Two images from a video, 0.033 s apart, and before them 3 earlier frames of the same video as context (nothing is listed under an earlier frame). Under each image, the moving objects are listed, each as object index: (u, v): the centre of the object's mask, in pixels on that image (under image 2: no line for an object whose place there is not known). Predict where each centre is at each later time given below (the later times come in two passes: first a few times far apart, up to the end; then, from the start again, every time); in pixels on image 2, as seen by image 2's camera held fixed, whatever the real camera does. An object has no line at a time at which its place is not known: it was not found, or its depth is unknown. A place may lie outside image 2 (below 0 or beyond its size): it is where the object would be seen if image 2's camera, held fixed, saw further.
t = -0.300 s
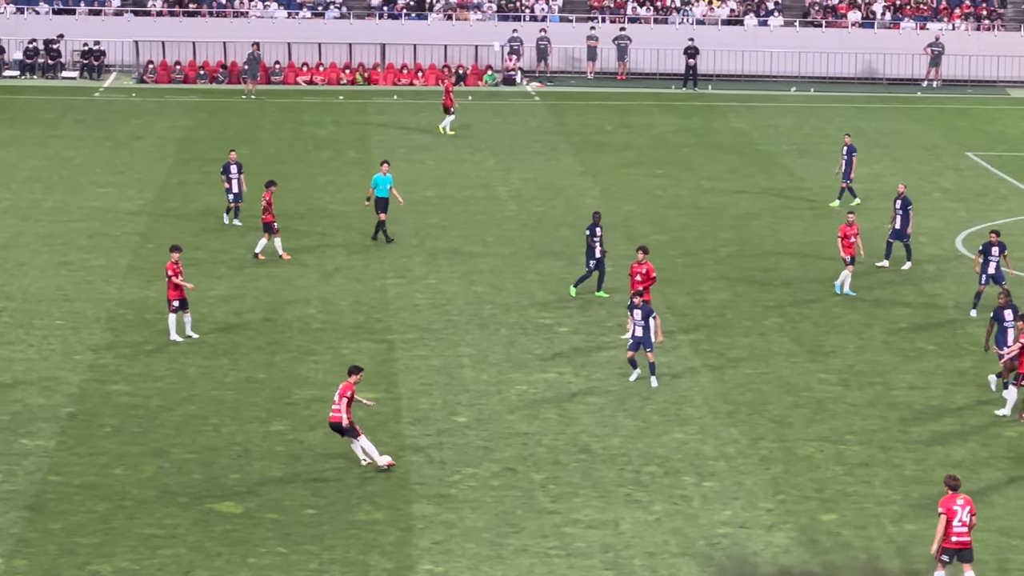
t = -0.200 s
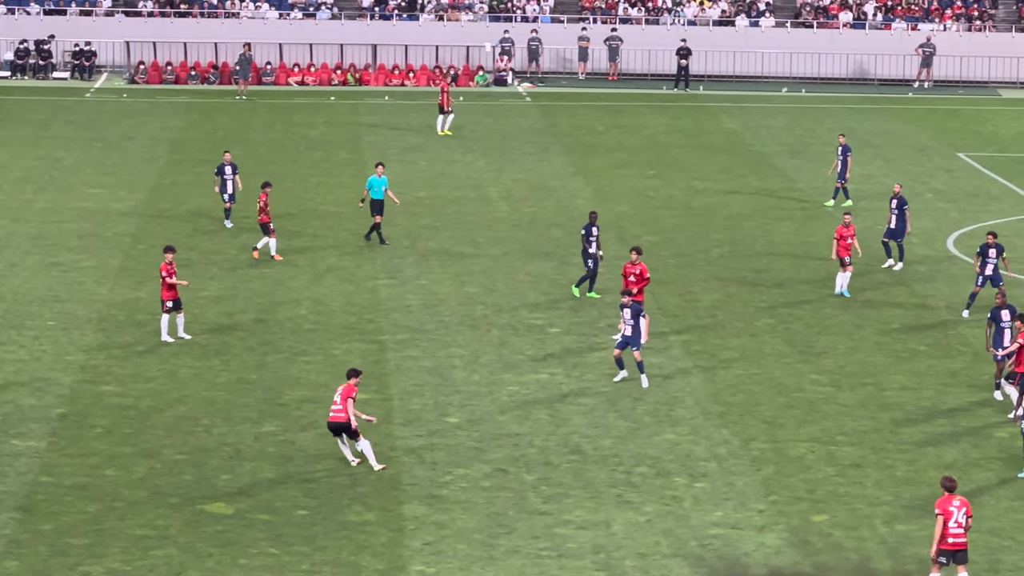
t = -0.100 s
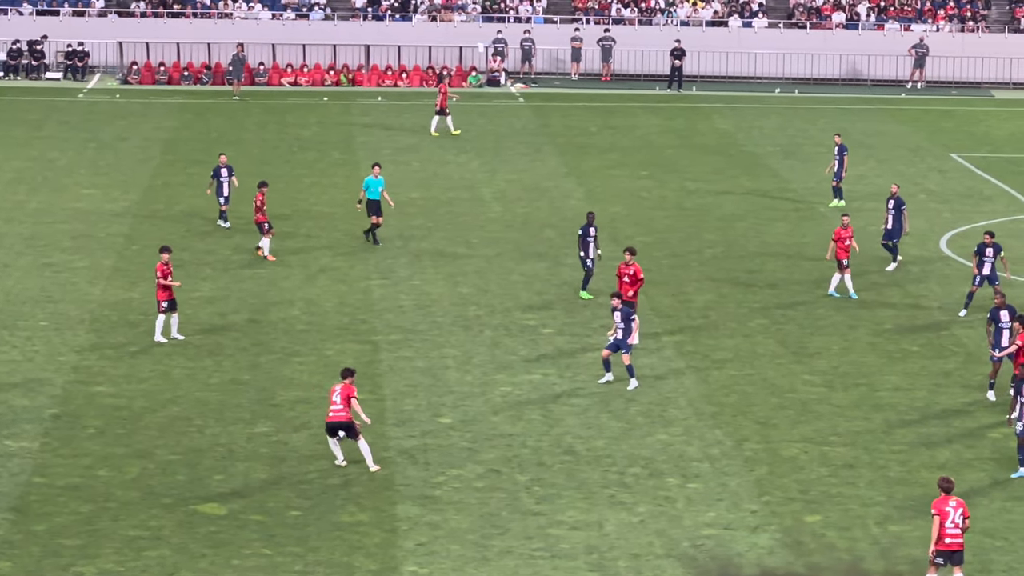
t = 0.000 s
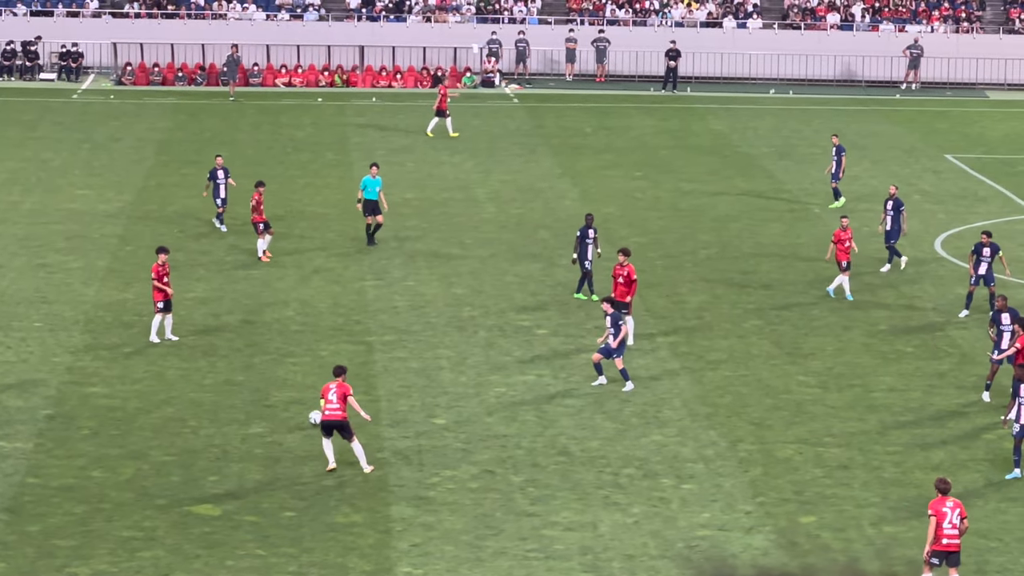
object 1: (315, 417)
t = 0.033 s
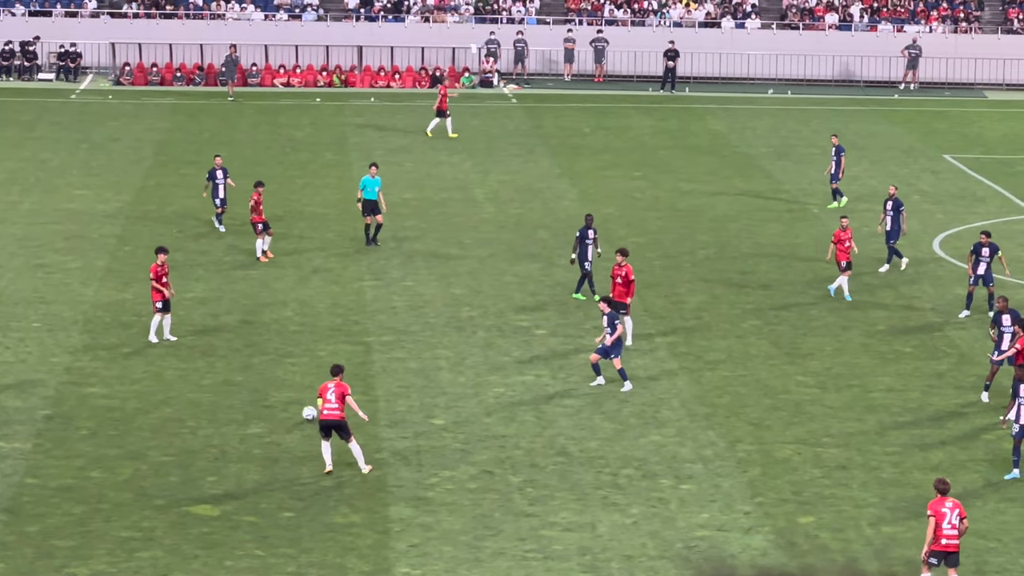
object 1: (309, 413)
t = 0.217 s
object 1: (280, 393)
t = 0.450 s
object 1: (250, 371)
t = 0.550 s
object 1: (239, 362)
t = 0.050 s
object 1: (307, 411)
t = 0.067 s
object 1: (304, 409)
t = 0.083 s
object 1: (301, 407)
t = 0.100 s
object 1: (298, 406)
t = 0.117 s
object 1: (296, 404)
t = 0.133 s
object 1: (293, 403)
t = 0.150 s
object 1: (291, 401)
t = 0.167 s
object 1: (287, 398)
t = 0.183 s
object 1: (285, 397)
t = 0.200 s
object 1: (283, 394)
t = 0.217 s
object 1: (280, 393)
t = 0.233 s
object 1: (278, 391)
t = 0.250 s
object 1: (275, 389)
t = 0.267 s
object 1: (273, 388)
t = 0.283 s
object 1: (272, 386)
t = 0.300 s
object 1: (270, 385)
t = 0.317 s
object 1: (267, 383)
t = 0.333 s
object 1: (265, 381)
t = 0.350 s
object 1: (263, 380)
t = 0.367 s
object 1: (261, 378)
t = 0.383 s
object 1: (258, 376)
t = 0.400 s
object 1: (256, 375)
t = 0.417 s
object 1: (255, 373)
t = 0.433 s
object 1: (252, 372)
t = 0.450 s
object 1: (250, 371)
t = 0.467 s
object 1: (248, 370)
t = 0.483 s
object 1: (247, 368)
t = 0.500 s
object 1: (245, 366)
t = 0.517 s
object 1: (243, 364)
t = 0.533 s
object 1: (241, 363)
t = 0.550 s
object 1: (239, 362)
